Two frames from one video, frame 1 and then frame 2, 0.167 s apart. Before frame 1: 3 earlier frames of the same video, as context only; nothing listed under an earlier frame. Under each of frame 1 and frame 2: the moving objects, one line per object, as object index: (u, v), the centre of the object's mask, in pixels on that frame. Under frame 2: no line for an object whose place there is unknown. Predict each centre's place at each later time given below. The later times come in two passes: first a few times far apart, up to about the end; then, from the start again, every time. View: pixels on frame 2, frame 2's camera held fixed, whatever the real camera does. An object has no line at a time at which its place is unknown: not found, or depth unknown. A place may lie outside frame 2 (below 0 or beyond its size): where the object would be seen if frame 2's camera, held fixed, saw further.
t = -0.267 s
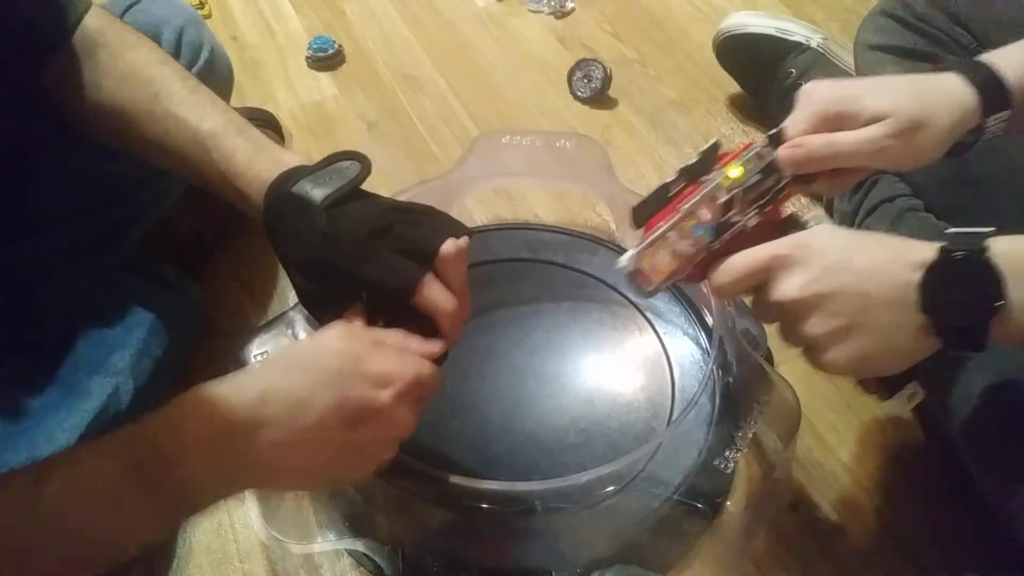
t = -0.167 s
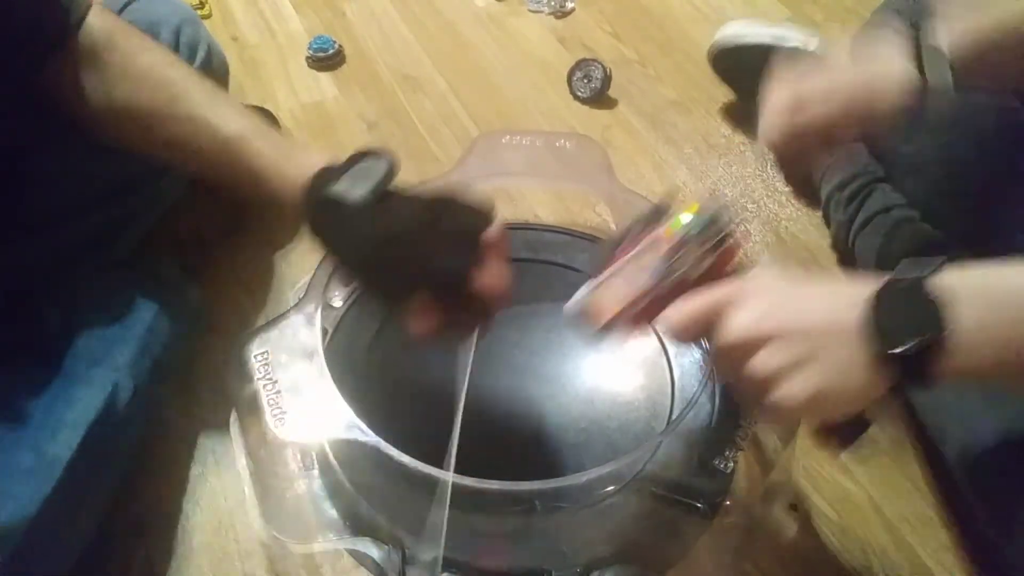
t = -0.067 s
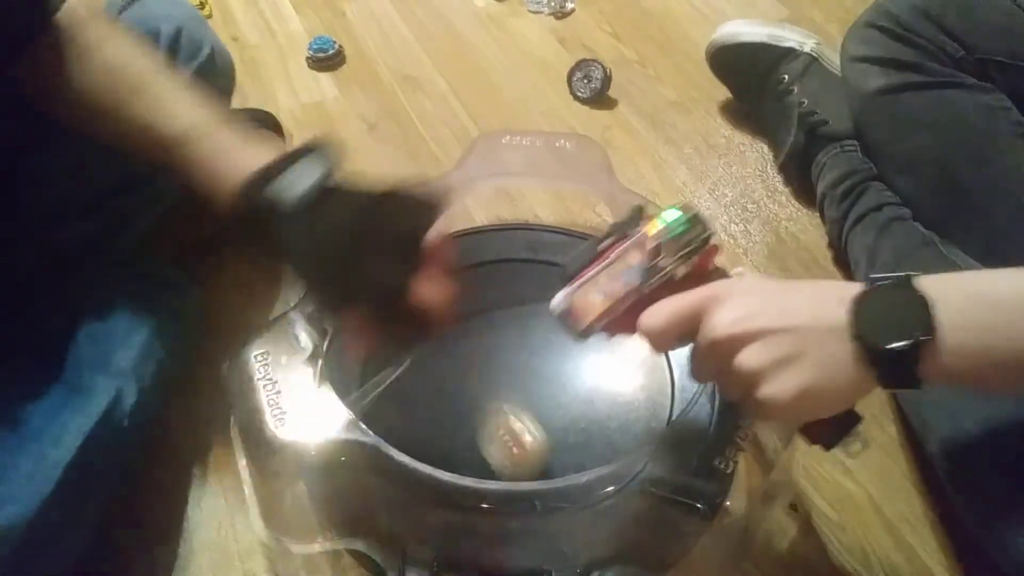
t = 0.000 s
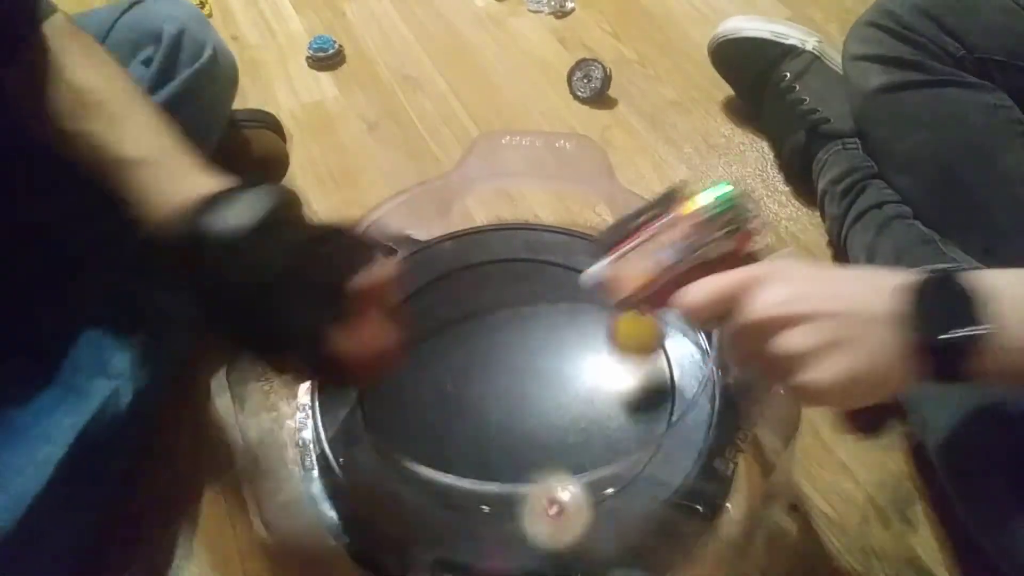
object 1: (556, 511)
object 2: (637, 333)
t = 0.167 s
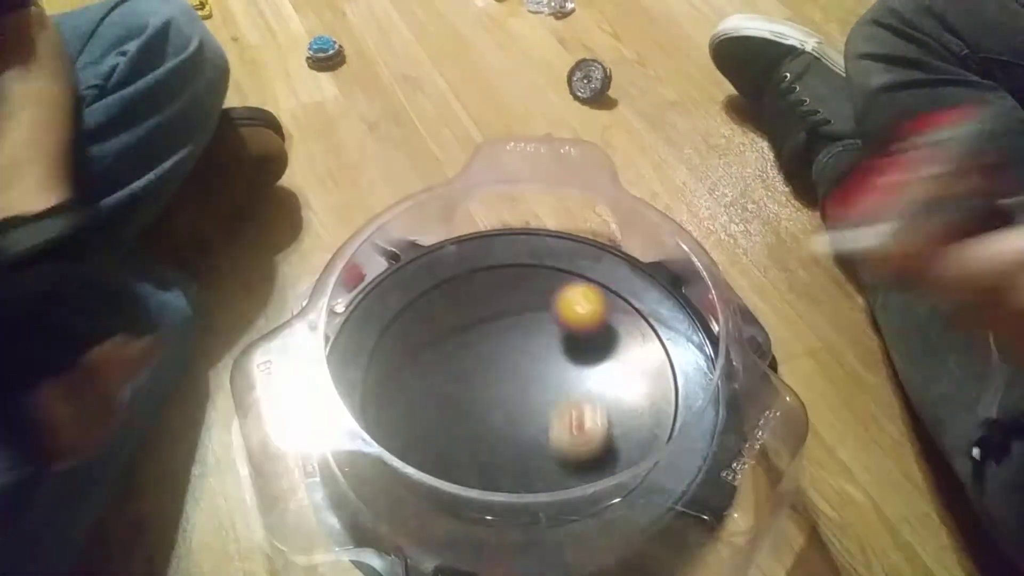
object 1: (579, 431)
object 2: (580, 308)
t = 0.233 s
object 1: (573, 381)
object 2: (559, 306)
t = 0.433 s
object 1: (542, 370)
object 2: (479, 287)
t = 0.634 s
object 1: (523, 395)
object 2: (458, 411)
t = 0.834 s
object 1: (546, 415)
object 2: (605, 450)
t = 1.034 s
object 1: (533, 411)
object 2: (633, 302)
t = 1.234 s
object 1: (525, 402)
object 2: (443, 291)
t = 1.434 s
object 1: (517, 397)
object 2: (453, 489)
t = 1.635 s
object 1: (508, 394)
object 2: (654, 331)
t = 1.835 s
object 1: (501, 390)
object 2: (391, 315)
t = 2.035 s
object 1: (495, 385)
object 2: (589, 488)
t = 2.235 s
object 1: (493, 382)
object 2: (607, 278)
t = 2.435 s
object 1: (494, 376)
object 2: (392, 314)
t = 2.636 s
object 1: (500, 373)
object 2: (511, 503)
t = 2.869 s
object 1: (508, 368)
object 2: (662, 359)
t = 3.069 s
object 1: (511, 369)
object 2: (506, 267)
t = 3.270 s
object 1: (520, 373)
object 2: (382, 375)
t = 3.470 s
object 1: (522, 374)
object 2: (491, 473)
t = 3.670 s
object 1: (528, 377)
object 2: (603, 414)
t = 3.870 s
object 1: (529, 381)
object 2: (568, 333)
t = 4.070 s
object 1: (523, 392)
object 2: (499, 321)
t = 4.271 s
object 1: (517, 403)
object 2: (466, 365)
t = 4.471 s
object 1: (533, 424)
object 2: (452, 397)
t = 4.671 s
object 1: (556, 421)
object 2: (456, 411)
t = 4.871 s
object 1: (555, 407)
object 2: (468, 403)
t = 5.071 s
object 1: (542, 396)
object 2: (474, 371)
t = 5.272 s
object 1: (527, 388)
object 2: (472, 352)
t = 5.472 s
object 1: (523, 387)
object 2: (478, 339)
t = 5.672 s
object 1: (520, 392)
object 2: (490, 332)
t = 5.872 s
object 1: (518, 393)
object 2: (503, 328)
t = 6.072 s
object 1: (516, 393)
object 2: (527, 330)
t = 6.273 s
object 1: (521, 396)
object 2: (548, 337)
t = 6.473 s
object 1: (513, 406)
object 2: (574, 351)
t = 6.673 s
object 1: (496, 414)
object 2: (597, 345)
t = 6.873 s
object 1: (505, 405)
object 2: (579, 360)
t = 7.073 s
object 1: (478, 405)
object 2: (575, 387)
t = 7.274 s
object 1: (478, 401)
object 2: (573, 396)
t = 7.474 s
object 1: (481, 394)
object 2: (552, 404)
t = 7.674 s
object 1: (477, 385)
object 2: (547, 407)
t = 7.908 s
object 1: (481, 377)
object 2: (536, 407)
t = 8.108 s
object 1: (488, 367)
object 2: (541, 412)
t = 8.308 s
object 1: (498, 365)
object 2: (558, 414)
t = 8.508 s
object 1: (503, 363)
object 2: (548, 406)
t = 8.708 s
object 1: (499, 352)
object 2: (544, 416)
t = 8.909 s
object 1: (501, 362)
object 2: (530, 416)
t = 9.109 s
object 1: (502, 352)
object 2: (513, 432)
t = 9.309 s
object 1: (503, 357)
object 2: (511, 444)
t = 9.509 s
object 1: (502, 365)
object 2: (510, 422)
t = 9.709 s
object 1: (506, 357)
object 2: (506, 416)
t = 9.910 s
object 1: (513, 347)
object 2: (504, 426)
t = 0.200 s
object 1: (578, 407)
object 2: (570, 304)
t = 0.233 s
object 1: (573, 381)
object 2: (559, 306)
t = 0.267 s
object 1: (568, 362)
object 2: (550, 308)
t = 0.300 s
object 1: (565, 356)
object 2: (537, 295)
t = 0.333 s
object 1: (561, 360)
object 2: (525, 283)
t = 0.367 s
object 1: (555, 363)
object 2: (511, 279)
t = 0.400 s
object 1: (549, 368)
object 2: (497, 279)
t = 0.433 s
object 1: (542, 370)
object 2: (479, 287)
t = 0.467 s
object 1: (537, 374)
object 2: (464, 299)
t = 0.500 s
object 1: (531, 377)
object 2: (452, 317)
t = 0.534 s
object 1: (525, 382)
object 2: (446, 338)
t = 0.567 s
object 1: (521, 385)
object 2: (445, 362)
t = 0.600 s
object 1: (517, 390)
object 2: (455, 388)
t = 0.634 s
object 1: (523, 395)
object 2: (458, 411)
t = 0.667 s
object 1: (533, 401)
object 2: (467, 431)
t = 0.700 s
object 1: (541, 406)
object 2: (485, 450)
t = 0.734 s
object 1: (546, 410)
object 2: (514, 460)
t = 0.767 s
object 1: (547, 411)
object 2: (546, 463)
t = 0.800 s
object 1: (547, 414)
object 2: (577, 459)
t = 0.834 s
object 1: (546, 415)
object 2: (605, 450)
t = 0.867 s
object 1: (545, 416)
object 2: (630, 435)
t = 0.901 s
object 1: (542, 416)
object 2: (652, 415)
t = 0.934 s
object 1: (540, 415)
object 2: (663, 389)
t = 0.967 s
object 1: (538, 415)
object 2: (665, 359)
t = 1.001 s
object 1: (536, 413)
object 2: (655, 329)
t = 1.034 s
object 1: (533, 411)
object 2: (633, 302)
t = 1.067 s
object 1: (532, 410)
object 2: (606, 280)
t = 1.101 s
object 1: (530, 408)
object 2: (576, 267)
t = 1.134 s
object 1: (529, 407)
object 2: (543, 261)
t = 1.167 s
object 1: (527, 405)
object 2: (508, 261)
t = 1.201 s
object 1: (526, 404)
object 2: (474, 272)
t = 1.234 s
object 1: (525, 402)
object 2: (443, 291)
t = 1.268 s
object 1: (524, 401)
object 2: (415, 317)
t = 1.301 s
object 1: (523, 400)
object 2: (394, 349)
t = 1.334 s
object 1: (522, 399)
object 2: (385, 390)
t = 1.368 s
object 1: (520, 399)
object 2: (391, 423)
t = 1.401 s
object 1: (519, 398)
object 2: (408, 463)
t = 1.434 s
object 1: (517, 397)
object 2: (453, 489)
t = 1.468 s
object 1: (515, 397)
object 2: (509, 505)
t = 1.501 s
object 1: (513, 396)
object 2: (568, 496)
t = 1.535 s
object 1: (511, 395)
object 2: (618, 470)
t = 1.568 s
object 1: (510, 394)
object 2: (653, 428)
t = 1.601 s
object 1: (509, 394)
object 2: (667, 383)
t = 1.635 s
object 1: (508, 394)
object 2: (654, 331)
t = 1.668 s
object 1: (507, 394)
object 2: (622, 291)
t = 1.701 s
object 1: (506, 394)
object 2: (578, 266)
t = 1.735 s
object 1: (504, 393)
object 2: (529, 255)
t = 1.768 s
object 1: (503, 392)
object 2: (474, 261)
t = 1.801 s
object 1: (502, 391)
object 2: (428, 279)
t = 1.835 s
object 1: (501, 390)
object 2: (391, 315)
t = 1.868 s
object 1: (499, 390)
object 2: (373, 366)
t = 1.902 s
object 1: (498, 389)
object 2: (382, 414)
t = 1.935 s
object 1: (497, 387)
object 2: (414, 452)
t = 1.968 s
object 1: (496, 386)
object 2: (469, 495)
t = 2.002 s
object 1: (495, 386)
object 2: (528, 501)
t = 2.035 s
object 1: (495, 385)
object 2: (589, 488)
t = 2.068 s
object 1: (495, 384)
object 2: (633, 460)
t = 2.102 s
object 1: (494, 384)
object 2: (658, 424)
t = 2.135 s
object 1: (494, 384)
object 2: (670, 384)
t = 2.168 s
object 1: (494, 383)
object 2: (659, 338)
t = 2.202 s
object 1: (493, 382)
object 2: (636, 305)
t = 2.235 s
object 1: (493, 382)
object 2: (607, 278)
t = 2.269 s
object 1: (493, 381)
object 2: (571, 262)
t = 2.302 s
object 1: (493, 380)
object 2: (530, 254)
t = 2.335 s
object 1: (493, 379)
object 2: (490, 257)
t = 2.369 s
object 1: (493, 378)
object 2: (451, 269)
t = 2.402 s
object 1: (493, 377)
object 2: (418, 287)
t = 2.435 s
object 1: (494, 376)
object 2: (392, 314)
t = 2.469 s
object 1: (495, 375)
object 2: (376, 348)
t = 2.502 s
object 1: (497, 374)
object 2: (374, 391)
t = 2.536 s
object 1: (498, 374)
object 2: (389, 425)
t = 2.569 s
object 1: (499, 374)
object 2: (418, 455)
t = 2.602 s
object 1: (499, 374)
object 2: (459, 491)
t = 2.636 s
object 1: (500, 373)
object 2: (511, 503)
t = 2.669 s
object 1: (500, 373)
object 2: (557, 501)
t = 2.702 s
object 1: (502, 372)
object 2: (598, 485)
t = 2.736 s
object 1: (503, 371)
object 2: (631, 465)
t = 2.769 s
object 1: (504, 370)
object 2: (648, 436)
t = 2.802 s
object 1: (505, 369)
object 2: (662, 415)
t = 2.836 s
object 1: (506, 368)
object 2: (667, 389)
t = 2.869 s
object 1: (508, 368)
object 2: (662, 359)
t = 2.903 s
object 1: (509, 368)
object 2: (645, 329)
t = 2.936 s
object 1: (510, 368)
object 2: (624, 305)
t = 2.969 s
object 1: (511, 368)
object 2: (598, 287)
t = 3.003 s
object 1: (511, 369)
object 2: (569, 275)
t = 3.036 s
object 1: (511, 369)
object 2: (538, 268)
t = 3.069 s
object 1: (511, 369)
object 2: (506, 267)
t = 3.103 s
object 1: (513, 369)
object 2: (474, 273)
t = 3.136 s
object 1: (515, 370)
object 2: (446, 285)
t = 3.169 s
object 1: (516, 371)
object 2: (420, 301)
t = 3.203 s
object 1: (518, 371)
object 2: (400, 322)
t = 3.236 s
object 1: (519, 372)
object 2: (386, 347)
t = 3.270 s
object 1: (520, 373)
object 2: (382, 375)
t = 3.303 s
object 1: (519, 373)
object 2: (386, 402)
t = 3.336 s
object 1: (520, 373)
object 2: (397, 426)
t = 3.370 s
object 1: (521, 373)
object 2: (416, 444)
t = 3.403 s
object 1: (521, 374)
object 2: (437, 457)
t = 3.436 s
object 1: (521, 374)
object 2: (462, 467)
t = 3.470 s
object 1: (522, 374)
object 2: (491, 473)
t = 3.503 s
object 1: (522, 374)
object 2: (519, 472)
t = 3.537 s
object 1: (523, 374)
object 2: (543, 467)
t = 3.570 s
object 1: (524, 374)
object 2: (563, 458)
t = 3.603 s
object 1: (525, 375)
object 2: (581, 444)
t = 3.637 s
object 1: (527, 376)
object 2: (595, 428)
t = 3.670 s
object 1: (528, 377)
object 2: (603, 414)
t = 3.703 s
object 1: (529, 377)
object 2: (605, 395)
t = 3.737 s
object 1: (529, 377)
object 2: (603, 380)
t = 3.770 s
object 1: (530, 377)
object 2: (597, 366)
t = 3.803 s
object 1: (530, 378)
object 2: (590, 354)
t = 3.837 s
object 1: (530, 379)
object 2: (582, 344)
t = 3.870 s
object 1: (529, 381)
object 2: (568, 333)
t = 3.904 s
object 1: (528, 383)
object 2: (554, 323)
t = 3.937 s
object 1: (527, 385)
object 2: (542, 318)
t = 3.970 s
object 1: (526, 386)
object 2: (530, 315)
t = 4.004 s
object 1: (525, 389)
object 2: (518, 315)
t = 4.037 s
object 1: (524, 390)
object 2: (508, 317)
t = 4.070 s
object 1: (523, 392)
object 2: (499, 321)
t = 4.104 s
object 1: (522, 394)
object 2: (490, 325)
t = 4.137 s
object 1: (521, 396)
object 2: (482, 331)
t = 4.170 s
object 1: (520, 398)
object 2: (475, 339)
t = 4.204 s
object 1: (519, 400)
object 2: (470, 348)
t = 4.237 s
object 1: (518, 402)
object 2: (467, 356)
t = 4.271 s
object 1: (517, 403)
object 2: (466, 365)
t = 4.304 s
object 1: (517, 405)
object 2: (466, 376)
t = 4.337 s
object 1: (523, 412)
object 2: (460, 379)
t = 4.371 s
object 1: (528, 418)
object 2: (455, 381)
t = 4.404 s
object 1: (532, 422)
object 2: (453, 386)
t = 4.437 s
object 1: (533, 424)
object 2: (451, 391)
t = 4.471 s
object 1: (533, 424)
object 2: (452, 397)
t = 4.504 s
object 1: (533, 423)
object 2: (454, 403)
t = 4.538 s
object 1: (532, 421)
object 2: (458, 408)
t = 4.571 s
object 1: (531, 420)
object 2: (463, 412)
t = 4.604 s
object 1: (537, 420)
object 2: (462, 413)
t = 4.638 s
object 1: (548, 421)
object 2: (458, 412)
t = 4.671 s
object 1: (556, 421)
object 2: (456, 411)
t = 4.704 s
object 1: (562, 419)
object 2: (457, 411)
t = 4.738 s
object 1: (564, 417)
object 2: (457, 410)
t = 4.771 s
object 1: (564, 415)
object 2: (459, 409)
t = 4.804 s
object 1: (563, 412)
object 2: (461, 407)
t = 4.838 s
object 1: (559, 410)
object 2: (465, 406)
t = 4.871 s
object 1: (555, 407)
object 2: (468, 403)
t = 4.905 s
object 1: (551, 404)
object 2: (472, 399)
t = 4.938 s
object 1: (548, 401)
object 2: (475, 395)
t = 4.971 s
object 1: (544, 399)
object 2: (479, 390)
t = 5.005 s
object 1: (544, 398)
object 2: (477, 383)
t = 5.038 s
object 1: (544, 397)
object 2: (476, 377)
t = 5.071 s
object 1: (542, 396)
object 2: (474, 371)
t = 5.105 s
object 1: (540, 395)
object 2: (474, 366)
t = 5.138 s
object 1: (537, 394)
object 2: (472, 361)
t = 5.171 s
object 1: (535, 392)
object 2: (472, 358)
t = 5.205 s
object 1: (532, 391)
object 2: (471, 355)
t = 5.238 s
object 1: (529, 390)
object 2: (471, 353)
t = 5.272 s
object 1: (527, 388)
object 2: (472, 352)
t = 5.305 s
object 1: (525, 387)
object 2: (473, 350)
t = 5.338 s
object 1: (523, 386)
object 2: (475, 349)
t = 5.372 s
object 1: (522, 387)
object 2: (476, 346)
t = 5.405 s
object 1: (522, 387)
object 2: (477, 345)
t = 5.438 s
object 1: (523, 387)
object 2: (477, 342)
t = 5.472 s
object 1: (523, 387)
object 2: (478, 339)
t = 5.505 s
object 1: (522, 387)
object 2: (479, 338)
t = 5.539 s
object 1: (521, 387)
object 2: (481, 337)
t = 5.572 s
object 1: (521, 387)
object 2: (483, 338)
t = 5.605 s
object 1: (519, 387)
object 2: (485, 337)
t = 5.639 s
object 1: (519, 388)
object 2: (488, 336)
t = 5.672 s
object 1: (520, 392)
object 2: (490, 332)
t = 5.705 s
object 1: (521, 394)
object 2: (492, 329)
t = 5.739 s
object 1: (521, 395)
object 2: (494, 328)
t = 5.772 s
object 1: (521, 395)
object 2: (496, 327)
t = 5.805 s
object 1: (520, 394)
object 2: (498, 326)
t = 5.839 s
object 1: (519, 394)
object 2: (500, 327)
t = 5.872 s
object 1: (518, 393)
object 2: (503, 328)
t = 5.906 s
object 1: (517, 391)
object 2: (506, 329)
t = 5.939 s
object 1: (516, 390)
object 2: (509, 331)
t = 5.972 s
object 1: (516, 389)
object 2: (512, 332)
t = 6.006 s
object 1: (515, 390)
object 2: (518, 331)
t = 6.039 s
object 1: (515, 392)
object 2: (522, 330)
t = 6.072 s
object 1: (516, 393)
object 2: (527, 330)
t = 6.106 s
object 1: (517, 394)
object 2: (531, 329)
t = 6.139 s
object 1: (518, 394)
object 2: (535, 330)
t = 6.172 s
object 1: (519, 395)
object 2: (538, 331)
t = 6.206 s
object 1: (519, 395)
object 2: (542, 332)
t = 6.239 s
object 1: (520, 396)
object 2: (545, 334)
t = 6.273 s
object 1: (521, 396)
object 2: (548, 337)
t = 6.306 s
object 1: (522, 397)
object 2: (552, 339)
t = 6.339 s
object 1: (522, 397)
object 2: (555, 342)
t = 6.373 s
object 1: (522, 398)
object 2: (558, 346)
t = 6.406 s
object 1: (523, 398)
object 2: (560, 350)
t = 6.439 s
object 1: (522, 399)
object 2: (563, 353)
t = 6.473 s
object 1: (513, 406)
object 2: (574, 351)
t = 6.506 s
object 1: (506, 411)
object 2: (583, 350)
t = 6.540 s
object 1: (500, 414)
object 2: (589, 348)
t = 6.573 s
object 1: (497, 416)
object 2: (592, 347)
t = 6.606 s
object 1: (495, 416)
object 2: (596, 345)
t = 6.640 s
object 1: (495, 415)
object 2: (597, 345)
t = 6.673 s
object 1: (496, 414)
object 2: (597, 345)
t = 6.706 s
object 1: (497, 413)
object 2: (596, 345)
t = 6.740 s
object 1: (499, 411)
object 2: (594, 347)
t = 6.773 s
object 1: (501, 410)
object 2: (591, 348)
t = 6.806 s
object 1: (502, 409)
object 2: (587, 352)
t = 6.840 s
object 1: (504, 407)
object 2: (583, 356)
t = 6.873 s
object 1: (505, 405)
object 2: (579, 360)
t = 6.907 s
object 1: (505, 405)
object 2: (572, 366)
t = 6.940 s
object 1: (505, 404)
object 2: (567, 372)
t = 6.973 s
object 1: (503, 404)
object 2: (564, 377)
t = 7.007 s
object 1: (492, 405)
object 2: (568, 382)
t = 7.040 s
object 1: (483, 406)
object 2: (572, 385)
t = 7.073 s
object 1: (478, 405)
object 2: (575, 387)
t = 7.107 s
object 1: (475, 404)
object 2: (577, 390)
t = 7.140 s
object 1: (475, 404)
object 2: (578, 391)
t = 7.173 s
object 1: (475, 404)
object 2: (578, 393)
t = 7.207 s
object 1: (475, 403)
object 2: (577, 394)
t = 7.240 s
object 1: (477, 402)
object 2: (576, 396)
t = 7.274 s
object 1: (478, 401)
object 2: (573, 396)
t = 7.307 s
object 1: (479, 401)
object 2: (570, 397)
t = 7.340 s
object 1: (481, 400)
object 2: (567, 398)
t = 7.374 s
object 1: (482, 399)
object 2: (562, 400)
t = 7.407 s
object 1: (484, 398)
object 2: (557, 400)
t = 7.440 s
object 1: (485, 397)
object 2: (551, 402)
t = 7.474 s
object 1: (481, 394)
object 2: (552, 404)
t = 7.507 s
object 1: (476, 390)
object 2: (553, 406)
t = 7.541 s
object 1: (475, 388)
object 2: (553, 407)
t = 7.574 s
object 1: (475, 387)
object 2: (552, 407)
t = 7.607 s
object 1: (476, 387)
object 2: (551, 408)
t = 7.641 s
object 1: (476, 386)
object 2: (549, 407)
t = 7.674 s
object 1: (477, 385)
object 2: (547, 407)
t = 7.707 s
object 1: (478, 385)
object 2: (544, 406)
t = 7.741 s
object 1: (479, 384)
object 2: (540, 406)
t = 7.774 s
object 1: (479, 383)
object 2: (538, 406)
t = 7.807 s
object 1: (478, 381)
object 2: (537, 407)
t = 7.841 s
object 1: (478, 379)
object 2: (537, 408)
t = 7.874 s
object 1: (480, 378)
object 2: (536, 407)
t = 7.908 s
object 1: (481, 377)
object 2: (536, 407)
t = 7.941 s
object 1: (483, 376)
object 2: (536, 407)
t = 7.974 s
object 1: (484, 373)
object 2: (536, 408)
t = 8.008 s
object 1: (486, 373)
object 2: (537, 408)
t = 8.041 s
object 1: (487, 372)
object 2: (536, 408)
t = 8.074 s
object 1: (489, 371)
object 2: (537, 409)
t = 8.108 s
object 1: (488, 367)
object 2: (541, 412)
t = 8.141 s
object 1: (489, 364)
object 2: (546, 416)
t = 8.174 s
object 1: (490, 362)
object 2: (550, 417)
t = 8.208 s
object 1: (491, 362)
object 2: (554, 417)
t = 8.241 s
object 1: (493, 362)
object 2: (556, 416)
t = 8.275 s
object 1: (495, 364)
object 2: (558, 416)
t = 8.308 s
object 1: (498, 365)
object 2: (558, 414)
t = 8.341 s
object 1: (500, 366)
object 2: (557, 412)
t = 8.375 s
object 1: (502, 367)
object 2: (555, 410)
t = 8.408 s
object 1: (503, 367)
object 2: (553, 407)
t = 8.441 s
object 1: (504, 368)
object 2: (551, 405)
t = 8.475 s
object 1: (504, 365)
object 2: (550, 406)
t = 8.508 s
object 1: (503, 363)
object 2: (548, 406)
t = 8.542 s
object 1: (503, 362)
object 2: (547, 405)
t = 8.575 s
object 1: (504, 362)
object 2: (545, 405)
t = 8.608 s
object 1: (502, 358)
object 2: (545, 409)
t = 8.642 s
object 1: (500, 353)
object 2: (546, 413)
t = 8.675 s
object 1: (499, 353)
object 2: (545, 415)
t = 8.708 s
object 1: (499, 352)
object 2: (544, 416)
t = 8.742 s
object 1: (500, 354)
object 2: (543, 418)
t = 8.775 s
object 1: (500, 356)
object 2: (542, 419)
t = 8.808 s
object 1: (500, 358)
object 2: (540, 418)
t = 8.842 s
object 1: (500, 358)
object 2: (537, 418)
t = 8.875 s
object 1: (500, 360)
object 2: (534, 417)
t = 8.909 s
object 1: (501, 362)
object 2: (530, 416)
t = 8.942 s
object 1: (500, 363)
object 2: (526, 415)
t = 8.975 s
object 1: (500, 362)
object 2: (522, 416)
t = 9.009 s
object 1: (500, 361)
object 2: (520, 416)
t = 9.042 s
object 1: (500, 361)
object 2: (517, 418)
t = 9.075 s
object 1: (501, 356)
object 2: (515, 426)
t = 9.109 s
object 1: (502, 352)
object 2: (513, 432)
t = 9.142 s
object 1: (503, 351)
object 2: (512, 437)
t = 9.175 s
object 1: (503, 351)
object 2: (512, 441)
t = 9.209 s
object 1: (503, 352)
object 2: (513, 443)
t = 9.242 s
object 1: (503, 353)
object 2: (512, 444)
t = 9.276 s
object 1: (503, 355)
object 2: (512, 445)
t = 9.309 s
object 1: (503, 357)
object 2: (511, 444)
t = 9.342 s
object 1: (503, 358)
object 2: (512, 442)
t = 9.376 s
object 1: (502, 361)
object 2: (512, 439)
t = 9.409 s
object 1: (502, 362)
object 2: (512, 435)
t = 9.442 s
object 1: (502, 364)
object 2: (512, 431)
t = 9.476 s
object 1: (502, 366)
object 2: (512, 426)
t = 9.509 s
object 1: (502, 365)
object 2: (510, 422)
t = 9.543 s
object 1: (504, 360)
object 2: (509, 422)
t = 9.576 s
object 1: (504, 357)
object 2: (507, 421)
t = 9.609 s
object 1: (505, 356)
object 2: (508, 420)
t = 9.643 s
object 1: (505, 358)
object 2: (508, 418)
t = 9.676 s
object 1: (506, 358)
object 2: (507, 416)
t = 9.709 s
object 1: (506, 357)
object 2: (506, 416)
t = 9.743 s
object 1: (508, 352)
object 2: (505, 420)
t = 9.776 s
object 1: (510, 347)
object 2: (503, 422)
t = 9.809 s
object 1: (512, 345)
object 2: (503, 425)
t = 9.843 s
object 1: (512, 345)
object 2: (504, 425)
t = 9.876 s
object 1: (513, 346)
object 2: (504, 425)
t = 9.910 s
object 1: (513, 347)
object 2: (504, 426)
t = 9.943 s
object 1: (512, 348)
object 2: (506, 424)
